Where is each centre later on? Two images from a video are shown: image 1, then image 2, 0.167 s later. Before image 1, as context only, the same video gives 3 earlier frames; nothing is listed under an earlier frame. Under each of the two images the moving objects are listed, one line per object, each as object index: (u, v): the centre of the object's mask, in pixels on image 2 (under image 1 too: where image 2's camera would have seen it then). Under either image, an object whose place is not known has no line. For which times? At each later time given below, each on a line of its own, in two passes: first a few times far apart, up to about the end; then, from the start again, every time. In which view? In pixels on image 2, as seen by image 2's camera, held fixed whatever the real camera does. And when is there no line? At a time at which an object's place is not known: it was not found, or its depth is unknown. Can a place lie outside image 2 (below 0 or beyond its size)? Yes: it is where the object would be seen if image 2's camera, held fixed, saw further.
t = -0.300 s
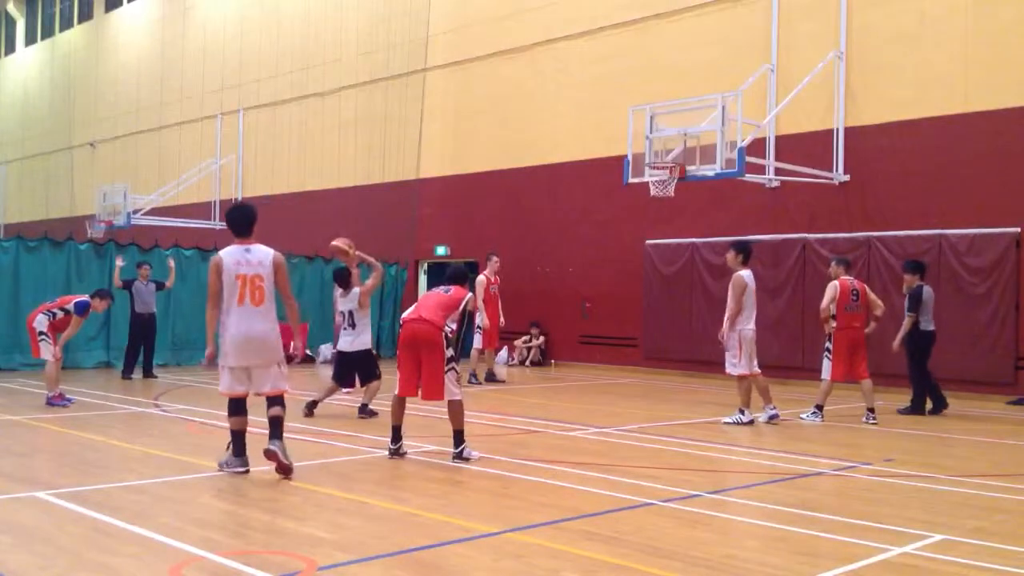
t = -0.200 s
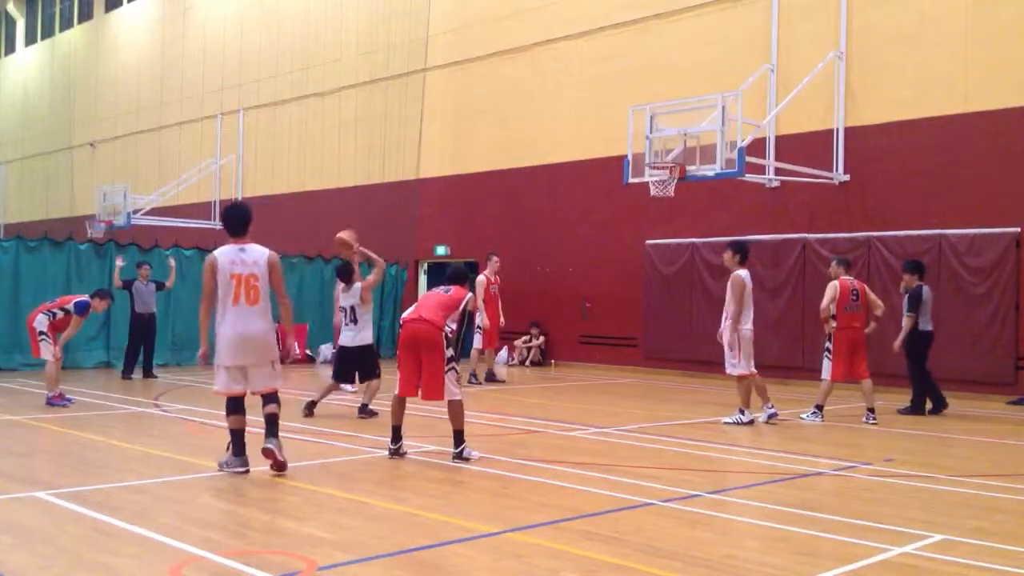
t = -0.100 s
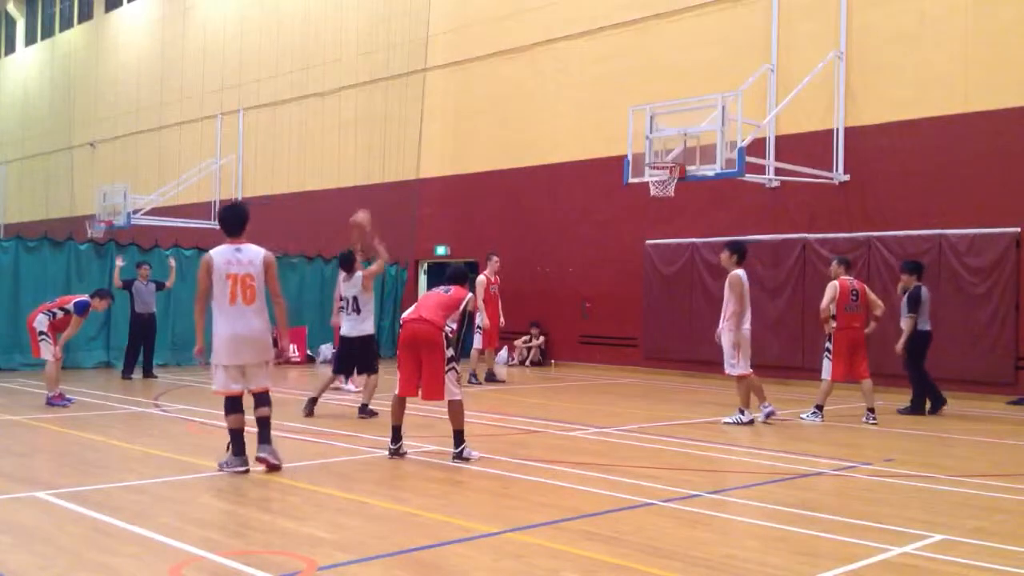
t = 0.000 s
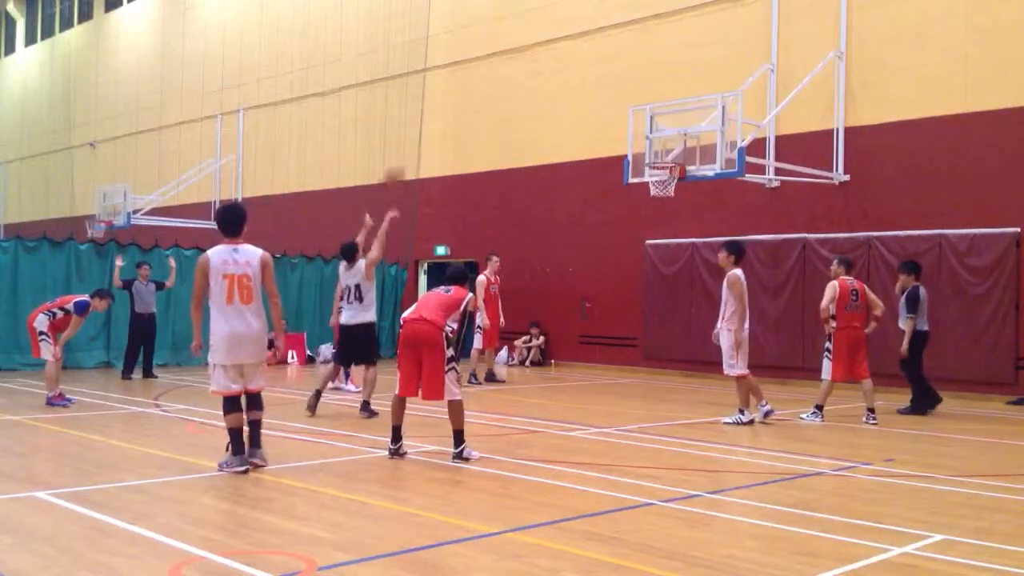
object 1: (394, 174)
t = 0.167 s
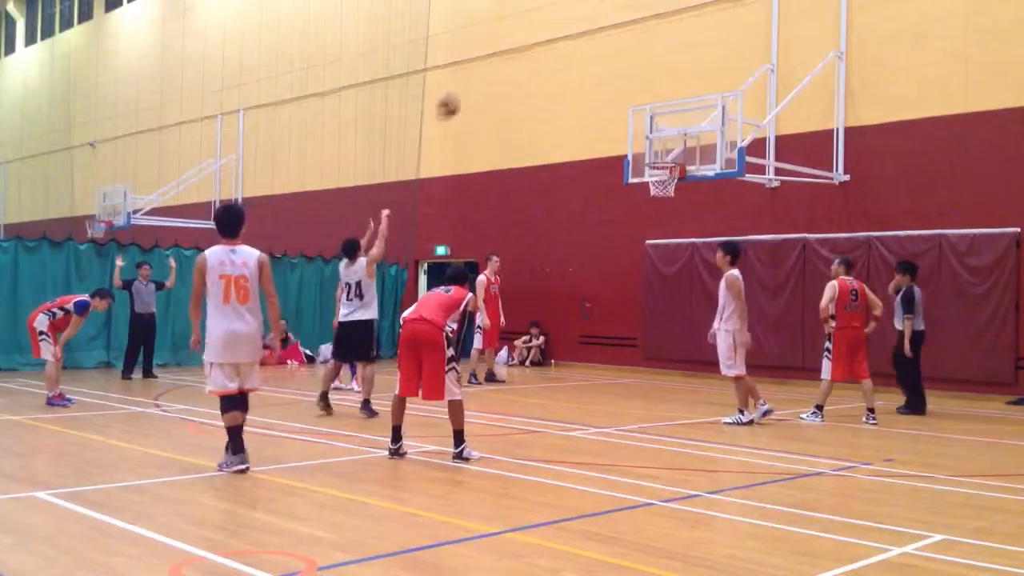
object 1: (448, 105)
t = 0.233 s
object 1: (468, 87)
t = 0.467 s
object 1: (534, 54)
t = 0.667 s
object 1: (583, 63)
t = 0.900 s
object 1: (631, 112)
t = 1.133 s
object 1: (668, 172)
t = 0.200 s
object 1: (459, 96)
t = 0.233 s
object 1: (468, 87)
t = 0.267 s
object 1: (478, 80)
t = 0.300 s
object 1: (488, 73)
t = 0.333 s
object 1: (497, 67)
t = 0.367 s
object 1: (507, 63)
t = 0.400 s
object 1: (516, 59)
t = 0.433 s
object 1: (524, 56)
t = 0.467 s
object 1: (534, 54)
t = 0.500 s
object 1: (541, 54)
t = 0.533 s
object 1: (551, 54)
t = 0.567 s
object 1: (559, 55)
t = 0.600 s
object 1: (567, 58)
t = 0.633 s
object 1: (575, 61)
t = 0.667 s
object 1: (583, 63)
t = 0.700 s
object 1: (591, 68)
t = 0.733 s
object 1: (598, 73)
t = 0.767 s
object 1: (605, 79)
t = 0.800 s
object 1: (612, 87)
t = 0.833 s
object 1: (619, 95)
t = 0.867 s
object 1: (625, 103)
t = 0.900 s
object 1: (631, 112)
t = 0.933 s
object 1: (639, 121)
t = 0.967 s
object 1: (645, 134)
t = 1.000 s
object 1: (652, 144)
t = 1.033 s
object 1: (659, 156)
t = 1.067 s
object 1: (661, 163)
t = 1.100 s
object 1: (664, 169)
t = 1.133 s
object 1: (668, 172)
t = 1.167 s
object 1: (672, 178)
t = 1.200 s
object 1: (673, 187)
